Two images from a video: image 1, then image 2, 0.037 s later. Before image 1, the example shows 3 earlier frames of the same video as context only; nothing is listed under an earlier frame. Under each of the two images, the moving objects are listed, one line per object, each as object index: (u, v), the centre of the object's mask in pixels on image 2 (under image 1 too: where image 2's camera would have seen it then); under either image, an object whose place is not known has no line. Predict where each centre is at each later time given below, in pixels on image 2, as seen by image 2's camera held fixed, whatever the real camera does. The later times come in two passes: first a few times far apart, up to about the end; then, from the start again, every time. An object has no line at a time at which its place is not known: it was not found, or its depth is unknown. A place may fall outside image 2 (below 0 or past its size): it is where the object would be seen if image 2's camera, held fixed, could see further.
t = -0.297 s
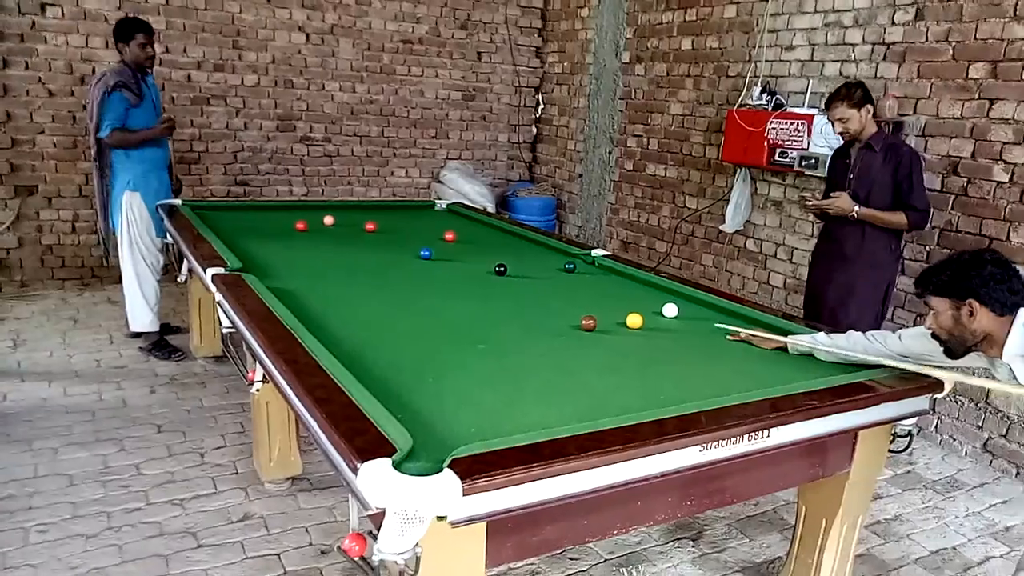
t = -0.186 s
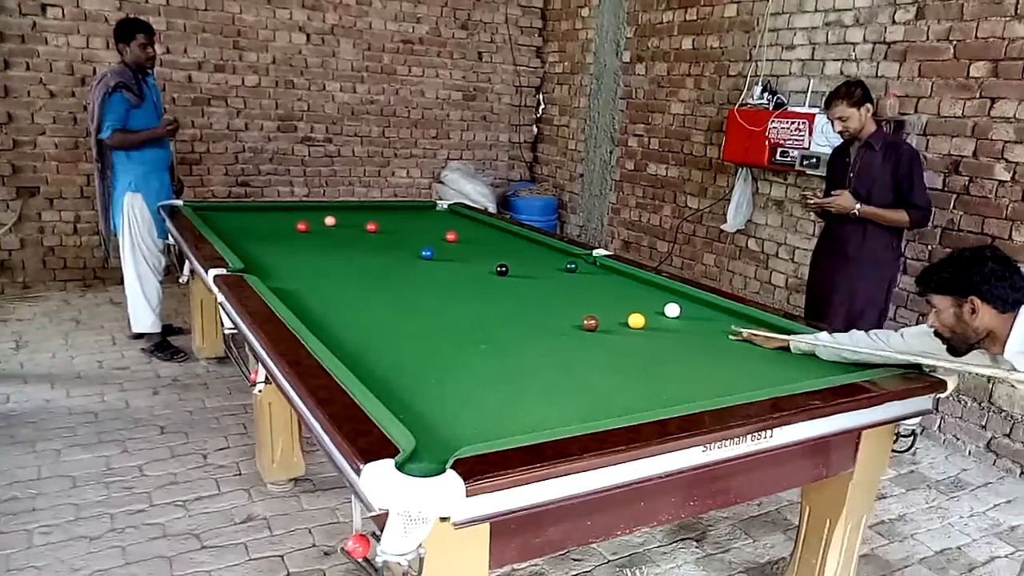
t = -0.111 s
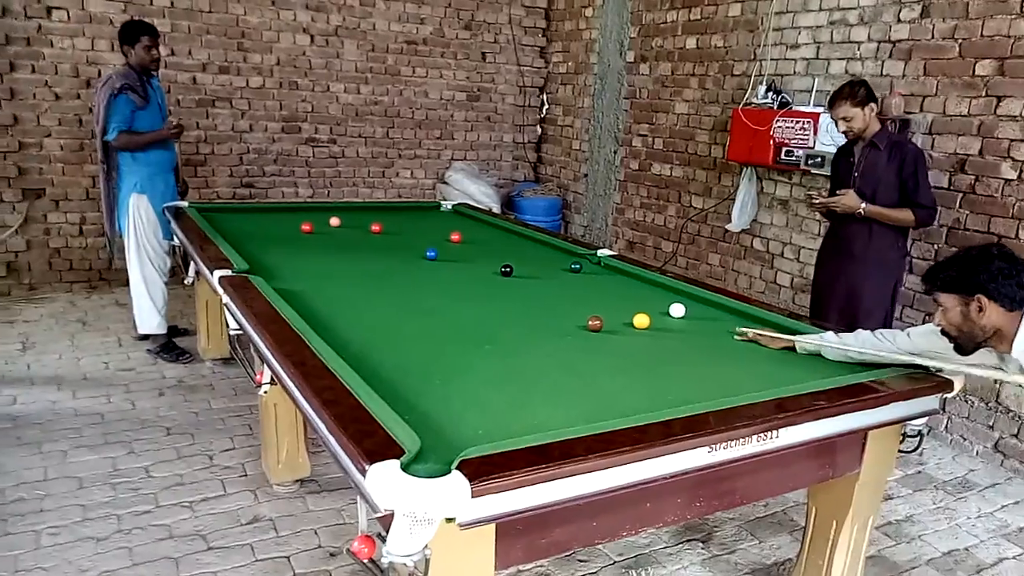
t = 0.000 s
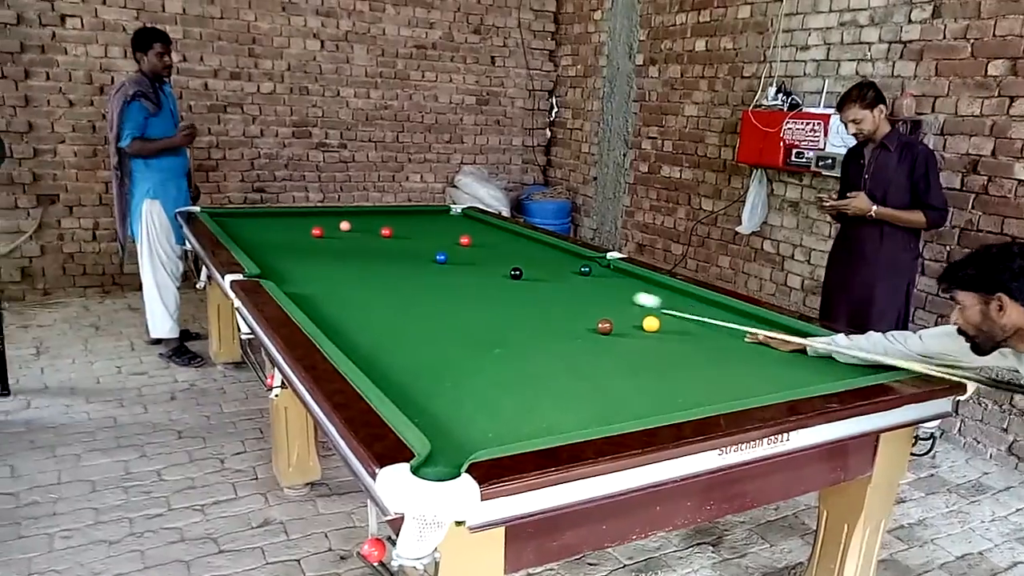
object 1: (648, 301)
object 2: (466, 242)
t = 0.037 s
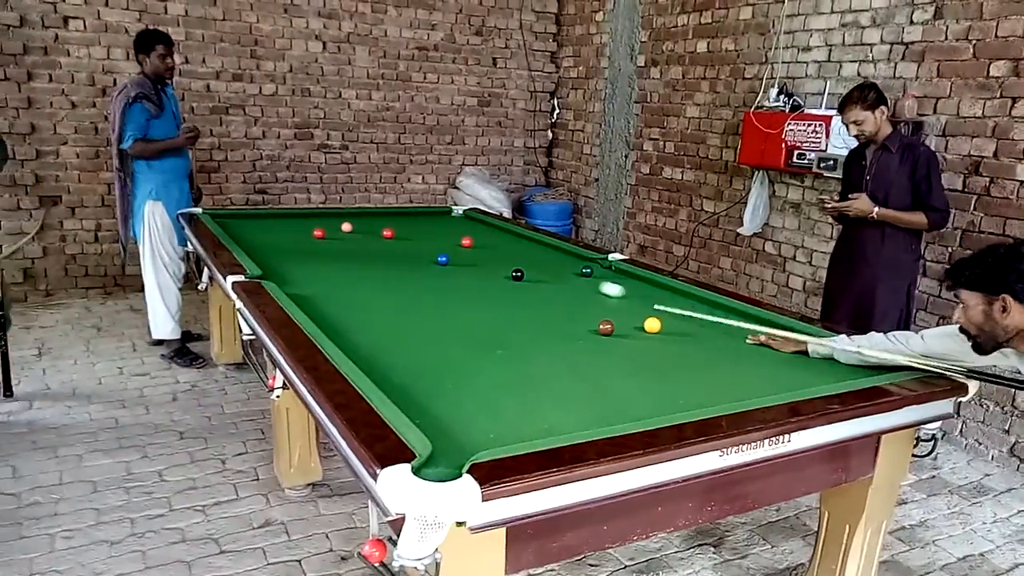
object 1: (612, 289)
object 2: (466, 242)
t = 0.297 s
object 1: (449, 243)
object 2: (461, 235)
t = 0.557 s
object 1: (369, 238)
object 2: (442, 212)
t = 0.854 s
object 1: (303, 236)
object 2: (494, 229)
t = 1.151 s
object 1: (254, 238)
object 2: (558, 248)
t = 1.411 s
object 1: (254, 238)
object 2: (613, 268)
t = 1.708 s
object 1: (294, 239)
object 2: (691, 299)
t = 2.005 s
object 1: (329, 239)
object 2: (795, 340)
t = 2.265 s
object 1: (358, 239)
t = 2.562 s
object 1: (386, 239)
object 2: (719, 325)
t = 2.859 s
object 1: (412, 239)
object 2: (624, 297)
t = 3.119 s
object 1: (432, 239)
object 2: (560, 278)
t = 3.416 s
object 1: (452, 239)
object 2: (499, 259)
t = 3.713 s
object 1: (470, 239)
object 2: (450, 244)
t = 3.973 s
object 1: (483, 238)
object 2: (414, 233)
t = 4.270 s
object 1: (495, 238)
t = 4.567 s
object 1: (504, 237)
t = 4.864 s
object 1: (510, 237)
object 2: (356, 220)
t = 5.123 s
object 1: (514, 236)
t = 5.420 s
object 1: (517, 236)
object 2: (373, 236)
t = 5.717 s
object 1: (517, 236)
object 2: (383, 245)
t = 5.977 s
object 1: (517, 235)
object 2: (392, 253)
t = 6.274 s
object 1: (517, 235)
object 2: (403, 264)
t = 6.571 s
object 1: (517, 235)
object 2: (415, 275)
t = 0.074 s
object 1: (578, 280)
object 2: (466, 242)
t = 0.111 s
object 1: (550, 270)
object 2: (466, 242)
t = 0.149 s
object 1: (524, 262)
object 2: (466, 242)
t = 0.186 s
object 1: (501, 255)
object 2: (466, 242)
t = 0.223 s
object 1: (480, 248)
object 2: (466, 242)
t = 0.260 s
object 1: (463, 243)
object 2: (465, 237)
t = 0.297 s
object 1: (449, 243)
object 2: (461, 235)
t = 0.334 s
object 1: (436, 242)
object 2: (457, 231)
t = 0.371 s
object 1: (424, 241)
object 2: (454, 227)
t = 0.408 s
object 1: (413, 241)
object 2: (451, 224)
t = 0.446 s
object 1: (402, 240)
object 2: (449, 221)
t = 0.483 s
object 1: (391, 239)
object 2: (446, 217)
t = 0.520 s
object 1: (380, 239)
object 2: (444, 215)
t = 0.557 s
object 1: (369, 238)
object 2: (442, 212)
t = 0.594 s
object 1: (359, 237)
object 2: (445, 211)
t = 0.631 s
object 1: (348, 236)
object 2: (451, 212)
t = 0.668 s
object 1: (337, 235)
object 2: (459, 216)
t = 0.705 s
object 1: (327, 235)
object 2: (466, 219)
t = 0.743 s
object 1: (321, 235)
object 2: (473, 222)
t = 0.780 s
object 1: (315, 235)
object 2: (480, 224)
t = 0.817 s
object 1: (309, 236)
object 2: (487, 226)
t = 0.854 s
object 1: (303, 236)
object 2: (494, 229)
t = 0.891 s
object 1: (297, 236)
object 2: (501, 231)
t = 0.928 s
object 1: (291, 236)
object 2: (509, 233)
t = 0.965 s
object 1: (285, 236)
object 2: (516, 235)
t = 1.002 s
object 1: (279, 237)
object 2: (525, 237)
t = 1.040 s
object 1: (272, 237)
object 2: (532, 240)
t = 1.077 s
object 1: (266, 237)
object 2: (540, 242)
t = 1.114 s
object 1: (260, 237)
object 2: (549, 245)
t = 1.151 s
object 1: (254, 238)
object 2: (558, 248)
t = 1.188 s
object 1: (248, 238)
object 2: (566, 250)
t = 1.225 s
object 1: (242, 238)
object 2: (573, 253)
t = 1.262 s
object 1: (236, 238)
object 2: (581, 256)
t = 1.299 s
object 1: (238, 238)
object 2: (589, 259)
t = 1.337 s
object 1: (243, 238)
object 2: (597, 262)
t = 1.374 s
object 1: (249, 238)
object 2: (605, 266)
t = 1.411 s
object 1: (254, 238)
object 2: (613, 268)
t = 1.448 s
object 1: (259, 239)
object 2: (621, 272)
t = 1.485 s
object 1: (264, 239)
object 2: (631, 276)
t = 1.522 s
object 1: (269, 239)
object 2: (640, 279)
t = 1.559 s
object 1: (274, 239)
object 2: (649, 283)
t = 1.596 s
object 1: (279, 239)
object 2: (659, 287)
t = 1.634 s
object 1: (284, 239)
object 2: (669, 291)
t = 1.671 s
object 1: (289, 239)
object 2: (680, 295)
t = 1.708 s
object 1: (294, 239)
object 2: (691, 299)
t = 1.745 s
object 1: (298, 239)
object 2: (701, 304)
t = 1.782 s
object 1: (303, 239)
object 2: (714, 308)
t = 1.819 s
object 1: (307, 239)
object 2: (726, 313)
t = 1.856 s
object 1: (312, 239)
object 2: (738, 318)
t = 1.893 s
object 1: (316, 239)
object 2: (752, 323)
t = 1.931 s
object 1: (321, 239)
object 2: (765, 329)
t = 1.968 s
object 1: (325, 239)
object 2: (780, 335)
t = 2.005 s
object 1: (329, 239)
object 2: (795, 340)
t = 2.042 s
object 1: (333, 239)
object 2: (811, 346)
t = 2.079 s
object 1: (338, 239)
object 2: (827, 353)
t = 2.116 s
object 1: (342, 239)
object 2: (844, 360)
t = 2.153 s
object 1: (346, 239)
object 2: (862, 366)
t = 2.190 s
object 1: (350, 239)
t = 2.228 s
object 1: (354, 239)
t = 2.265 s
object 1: (358, 239)
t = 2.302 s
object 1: (361, 239)
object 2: (825, 357)
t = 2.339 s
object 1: (365, 239)
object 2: (809, 352)
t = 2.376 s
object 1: (369, 239)
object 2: (792, 347)
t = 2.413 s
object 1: (372, 239)
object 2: (776, 343)
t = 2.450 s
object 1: (375, 239)
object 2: (761, 338)
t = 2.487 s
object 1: (379, 239)
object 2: (746, 334)
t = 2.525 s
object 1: (383, 239)
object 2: (733, 329)
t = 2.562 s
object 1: (386, 239)
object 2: (719, 325)
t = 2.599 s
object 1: (390, 239)
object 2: (706, 322)
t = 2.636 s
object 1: (393, 239)
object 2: (693, 317)
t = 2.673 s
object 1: (396, 239)
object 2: (680, 313)
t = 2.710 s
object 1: (400, 239)
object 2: (668, 310)
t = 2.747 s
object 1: (403, 239)
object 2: (657, 306)
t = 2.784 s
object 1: (406, 239)
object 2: (646, 303)
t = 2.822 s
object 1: (409, 239)
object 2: (635, 300)
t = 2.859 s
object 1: (412, 239)
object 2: (624, 297)
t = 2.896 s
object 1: (415, 239)
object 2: (615, 294)
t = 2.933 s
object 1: (418, 239)
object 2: (605, 291)
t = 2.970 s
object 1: (421, 239)
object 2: (595, 288)
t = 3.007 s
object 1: (424, 239)
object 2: (586, 285)
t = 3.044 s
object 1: (427, 239)
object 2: (577, 283)
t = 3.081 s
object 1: (430, 239)
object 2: (568, 280)
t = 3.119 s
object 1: (432, 239)
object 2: (560, 278)
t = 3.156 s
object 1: (435, 239)
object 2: (551, 275)
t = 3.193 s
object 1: (437, 239)
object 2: (543, 273)
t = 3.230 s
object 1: (440, 239)
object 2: (536, 271)
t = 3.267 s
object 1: (443, 239)
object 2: (528, 268)
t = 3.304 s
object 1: (445, 239)
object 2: (521, 265)
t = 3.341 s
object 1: (447, 239)
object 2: (513, 263)
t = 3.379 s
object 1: (450, 239)
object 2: (506, 261)
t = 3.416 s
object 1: (452, 239)
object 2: (499, 259)
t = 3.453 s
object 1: (454, 239)
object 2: (493, 257)
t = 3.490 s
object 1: (457, 239)
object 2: (486, 255)
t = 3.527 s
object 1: (459, 239)
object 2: (480, 253)
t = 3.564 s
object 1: (462, 239)
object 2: (474, 251)
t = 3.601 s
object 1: (464, 239)
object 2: (468, 250)
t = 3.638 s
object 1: (466, 239)
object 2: (462, 248)
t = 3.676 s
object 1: (468, 239)
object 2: (456, 246)
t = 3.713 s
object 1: (470, 239)
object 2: (450, 244)
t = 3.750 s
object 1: (472, 238)
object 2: (445, 242)
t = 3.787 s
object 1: (474, 238)
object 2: (439, 241)
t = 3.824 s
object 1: (476, 239)
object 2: (434, 239)
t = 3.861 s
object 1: (477, 239)
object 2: (429, 238)
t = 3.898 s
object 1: (479, 238)
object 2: (424, 236)
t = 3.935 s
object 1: (481, 238)
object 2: (419, 234)
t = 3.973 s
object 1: (483, 238)
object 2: (414, 233)
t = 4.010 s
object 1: (485, 238)
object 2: (409, 232)
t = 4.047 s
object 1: (487, 238)
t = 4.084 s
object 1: (488, 238)
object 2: (400, 229)
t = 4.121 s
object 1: (490, 238)
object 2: (396, 227)
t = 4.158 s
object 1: (491, 238)
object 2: (392, 225)
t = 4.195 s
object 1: (492, 238)
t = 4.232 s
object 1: (494, 238)
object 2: (383, 223)
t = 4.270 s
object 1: (495, 238)
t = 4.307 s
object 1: (496, 238)
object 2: (375, 221)
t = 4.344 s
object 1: (497, 238)
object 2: (371, 220)
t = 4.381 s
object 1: (498, 238)
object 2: (367, 219)
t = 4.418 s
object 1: (500, 238)
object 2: (363, 217)
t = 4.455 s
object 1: (501, 238)
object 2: (359, 216)
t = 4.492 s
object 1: (502, 238)
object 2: (356, 215)
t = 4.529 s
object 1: (503, 237)
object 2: (352, 214)
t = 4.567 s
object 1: (504, 237)
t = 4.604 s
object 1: (505, 237)
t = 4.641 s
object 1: (506, 237)
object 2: (349, 214)
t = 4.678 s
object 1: (506, 237)
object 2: (351, 215)
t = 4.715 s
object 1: (507, 237)
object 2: (352, 216)
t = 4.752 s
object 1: (508, 237)
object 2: (353, 217)
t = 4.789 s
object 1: (509, 237)
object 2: (354, 218)
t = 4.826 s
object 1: (509, 237)
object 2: (355, 219)
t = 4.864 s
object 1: (510, 237)
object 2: (356, 220)
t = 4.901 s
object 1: (511, 237)
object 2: (357, 221)
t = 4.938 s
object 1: (511, 237)
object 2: (358, 222)
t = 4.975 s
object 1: (512, 237)
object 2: (359, 223)
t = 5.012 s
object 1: (512, 236)
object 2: (360, 224)
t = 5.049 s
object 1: (513, 236)
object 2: (361, 225)
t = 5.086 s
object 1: (513, 236)
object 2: (363, 226)
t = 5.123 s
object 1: (514, 236)
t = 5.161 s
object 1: (514, 236)
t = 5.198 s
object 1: (515, 236)
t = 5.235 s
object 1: (515, 236)
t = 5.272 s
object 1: (516, 236)
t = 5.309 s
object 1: (516, 236)
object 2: (369, 232)
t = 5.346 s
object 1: (517, 236)
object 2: (371, 234)
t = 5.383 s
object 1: (517, 236)
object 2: (372, 235)
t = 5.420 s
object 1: (517, 236)
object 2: (373, 236)
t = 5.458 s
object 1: (517, 236)
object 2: (374, 237)
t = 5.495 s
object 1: (517, 236)
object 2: (375, 237)
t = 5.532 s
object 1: (517, 236)
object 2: (377, 239)
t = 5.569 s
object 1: (517, 235)
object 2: (378, 240)
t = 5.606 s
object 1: (517, 235)
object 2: (379, 241)
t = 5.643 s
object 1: (517, 235)
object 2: (380, 243)
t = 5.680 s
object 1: (517, 235)
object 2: (382, 243)
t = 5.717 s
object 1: (517, 236)
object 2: (383, 245)
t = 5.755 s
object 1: (517, 235)
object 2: (384, 245)
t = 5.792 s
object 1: (517, 235)
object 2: (386, 247)
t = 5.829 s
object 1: (518, 235)
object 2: (387, 248)
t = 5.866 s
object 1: (517, 236)
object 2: (388, 249)
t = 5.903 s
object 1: (517, 236)
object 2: (389, 250)
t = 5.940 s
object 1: (517, 235)
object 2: (390, 251)
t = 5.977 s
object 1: (517, 235)
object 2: (392, 253)
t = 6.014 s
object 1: (517, 235)
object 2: (393, 254)
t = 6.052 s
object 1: (517, 235)
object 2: (394, 256)
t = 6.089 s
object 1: (517, 235)
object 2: (395, 257)
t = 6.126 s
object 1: (517, 235)
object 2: (397, 259)
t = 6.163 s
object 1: (517, 235)
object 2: (398, 260)
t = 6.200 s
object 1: (517, 235)
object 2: (399, 261)
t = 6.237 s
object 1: (518, 235)
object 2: (401, 263)
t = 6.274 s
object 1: (517, 235)
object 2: (403, 264)
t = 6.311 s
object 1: (517, 235)
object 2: (404, 265)
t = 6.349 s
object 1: (517, 235)
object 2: (406, 267)
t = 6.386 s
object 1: (517, 235)
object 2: (407, 268)
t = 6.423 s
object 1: (517, 235)
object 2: (409, 270)
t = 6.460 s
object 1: (517, 235)
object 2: (411, 271)
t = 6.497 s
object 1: (517, 235)
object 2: (412, 272)
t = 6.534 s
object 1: (517, 235)
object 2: (414, 274)
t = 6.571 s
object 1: (517, 235)
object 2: (415, 275)
